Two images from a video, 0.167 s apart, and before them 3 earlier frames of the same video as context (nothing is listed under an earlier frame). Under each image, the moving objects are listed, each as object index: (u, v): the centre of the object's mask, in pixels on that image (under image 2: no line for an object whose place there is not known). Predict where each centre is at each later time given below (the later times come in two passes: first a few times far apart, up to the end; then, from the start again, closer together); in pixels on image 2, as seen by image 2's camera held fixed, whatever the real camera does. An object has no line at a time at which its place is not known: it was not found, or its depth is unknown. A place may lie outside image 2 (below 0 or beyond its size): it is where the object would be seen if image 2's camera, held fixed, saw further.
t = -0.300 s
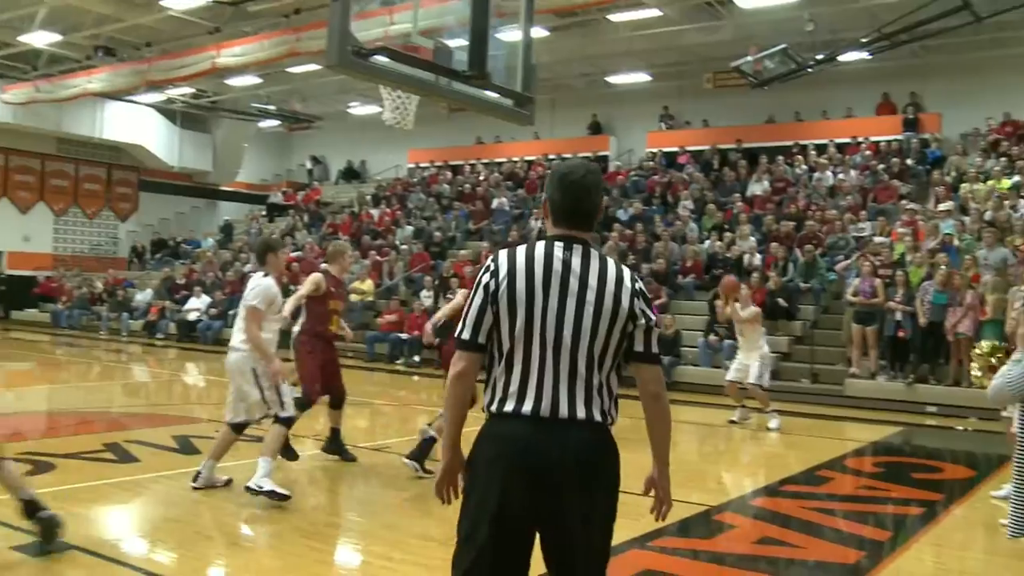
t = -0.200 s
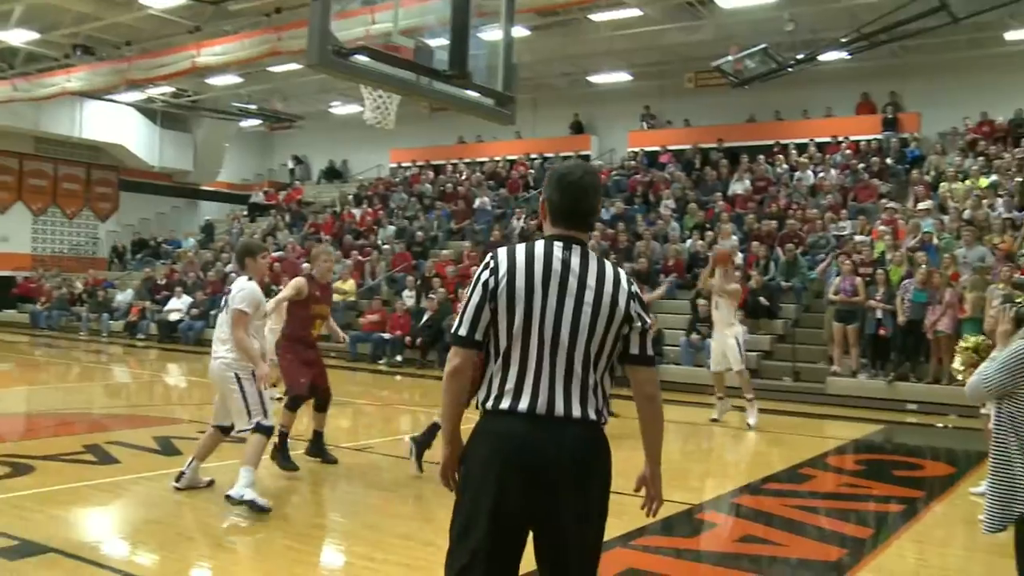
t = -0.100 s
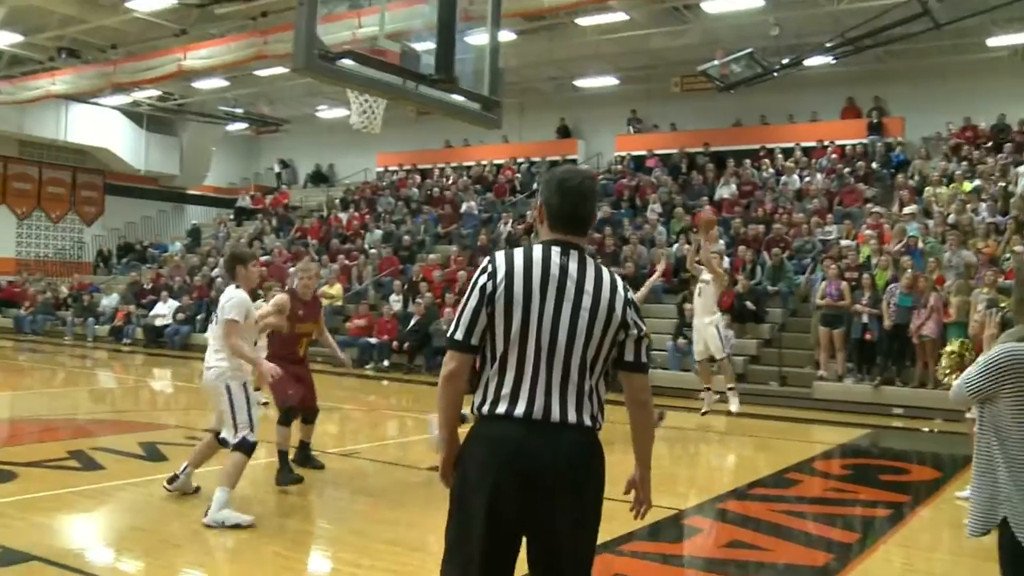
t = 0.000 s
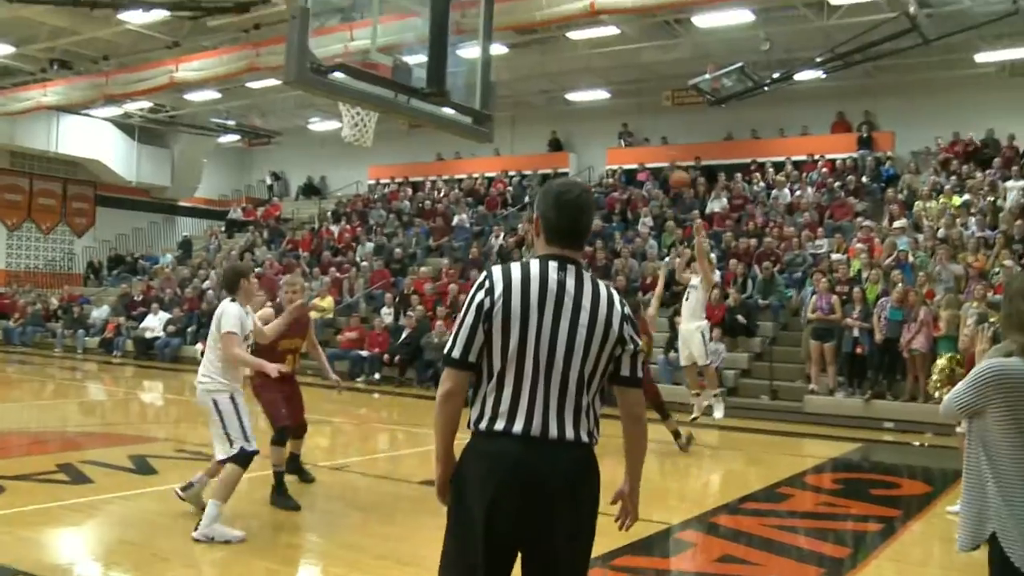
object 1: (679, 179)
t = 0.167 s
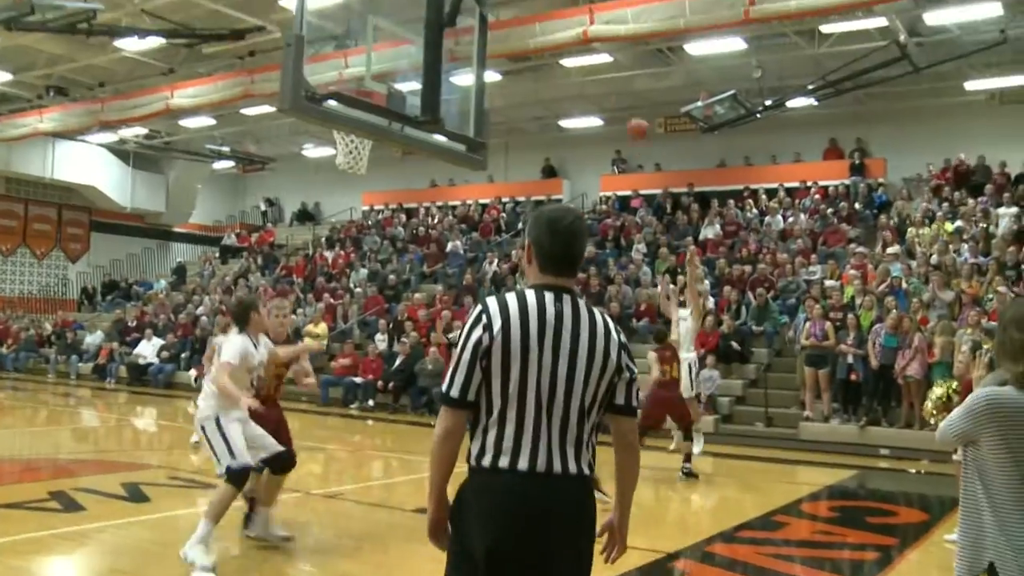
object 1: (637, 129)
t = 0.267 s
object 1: (615, 89)
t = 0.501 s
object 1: (551, 25)
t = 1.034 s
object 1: (323, 80)
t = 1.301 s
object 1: (272, 37)
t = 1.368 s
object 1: (264, 42)
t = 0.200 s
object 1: (631, 116)
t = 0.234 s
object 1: (623, 103)
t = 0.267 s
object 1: (615, 89)
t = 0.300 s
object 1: (606, 79)
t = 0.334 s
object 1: (598, 70)
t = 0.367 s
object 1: (590, 56)
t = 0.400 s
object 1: (581, 48)
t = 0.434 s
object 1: (571, 40)
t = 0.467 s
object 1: (561, 34)
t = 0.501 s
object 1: (551, 25)
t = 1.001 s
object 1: (343, 68)
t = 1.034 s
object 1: (323, 80)
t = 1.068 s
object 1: (319, 76)
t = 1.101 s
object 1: (316, 70)
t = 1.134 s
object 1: (311, 62)
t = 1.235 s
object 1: (279, 38)
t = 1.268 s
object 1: (276, 36)
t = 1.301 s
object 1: (272, 37)
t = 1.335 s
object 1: (274, 40)
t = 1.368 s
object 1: (264, 42)
